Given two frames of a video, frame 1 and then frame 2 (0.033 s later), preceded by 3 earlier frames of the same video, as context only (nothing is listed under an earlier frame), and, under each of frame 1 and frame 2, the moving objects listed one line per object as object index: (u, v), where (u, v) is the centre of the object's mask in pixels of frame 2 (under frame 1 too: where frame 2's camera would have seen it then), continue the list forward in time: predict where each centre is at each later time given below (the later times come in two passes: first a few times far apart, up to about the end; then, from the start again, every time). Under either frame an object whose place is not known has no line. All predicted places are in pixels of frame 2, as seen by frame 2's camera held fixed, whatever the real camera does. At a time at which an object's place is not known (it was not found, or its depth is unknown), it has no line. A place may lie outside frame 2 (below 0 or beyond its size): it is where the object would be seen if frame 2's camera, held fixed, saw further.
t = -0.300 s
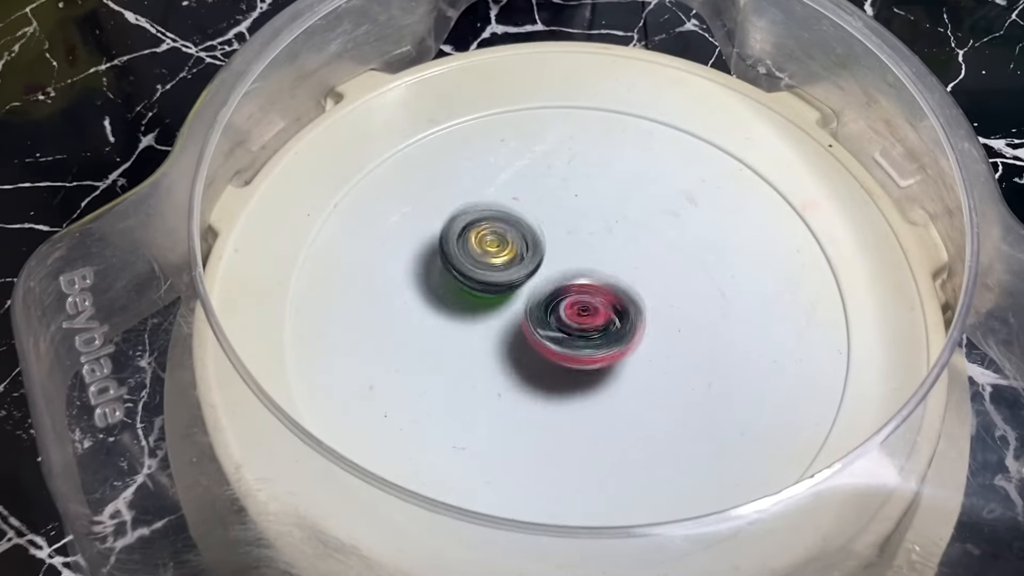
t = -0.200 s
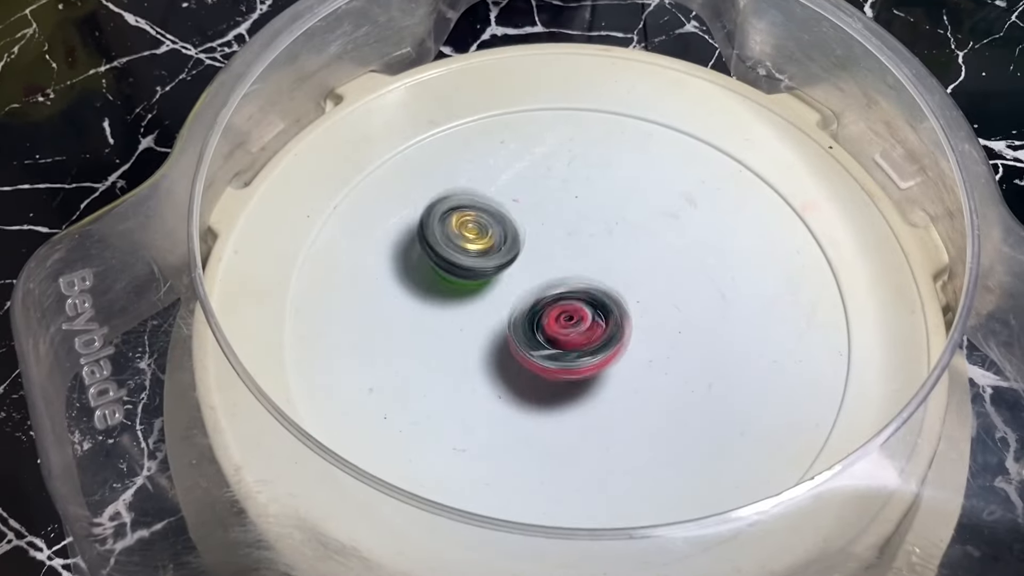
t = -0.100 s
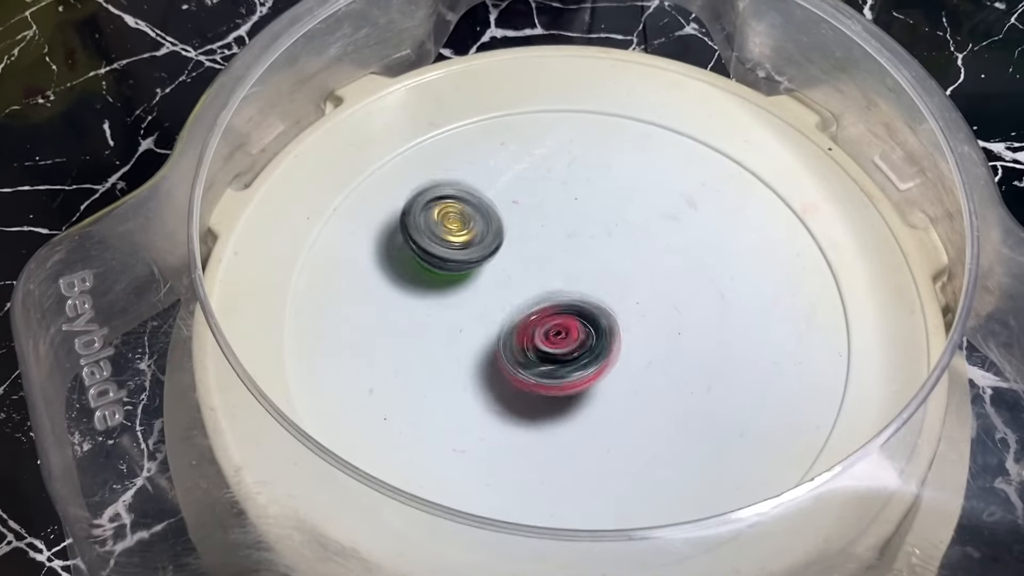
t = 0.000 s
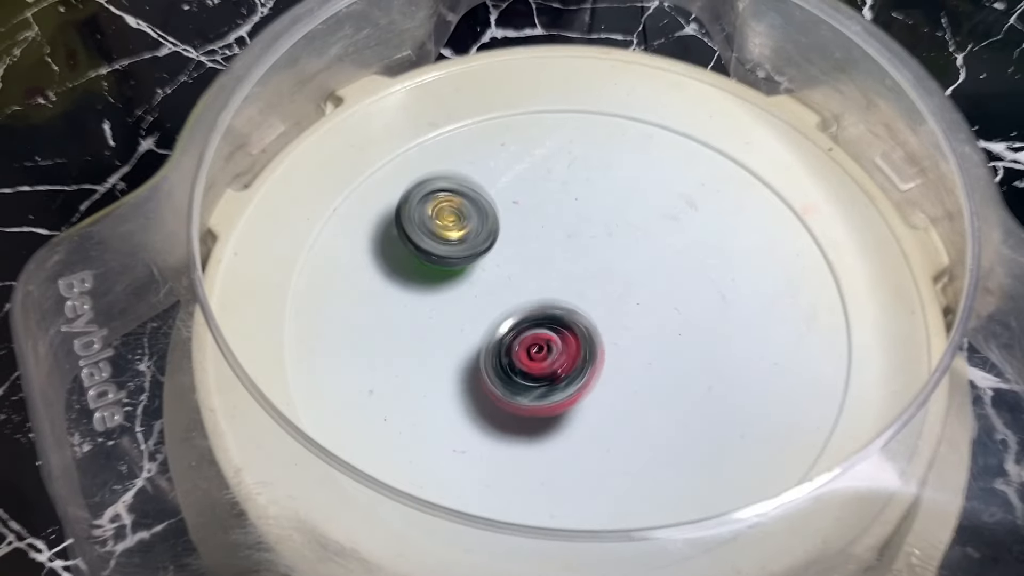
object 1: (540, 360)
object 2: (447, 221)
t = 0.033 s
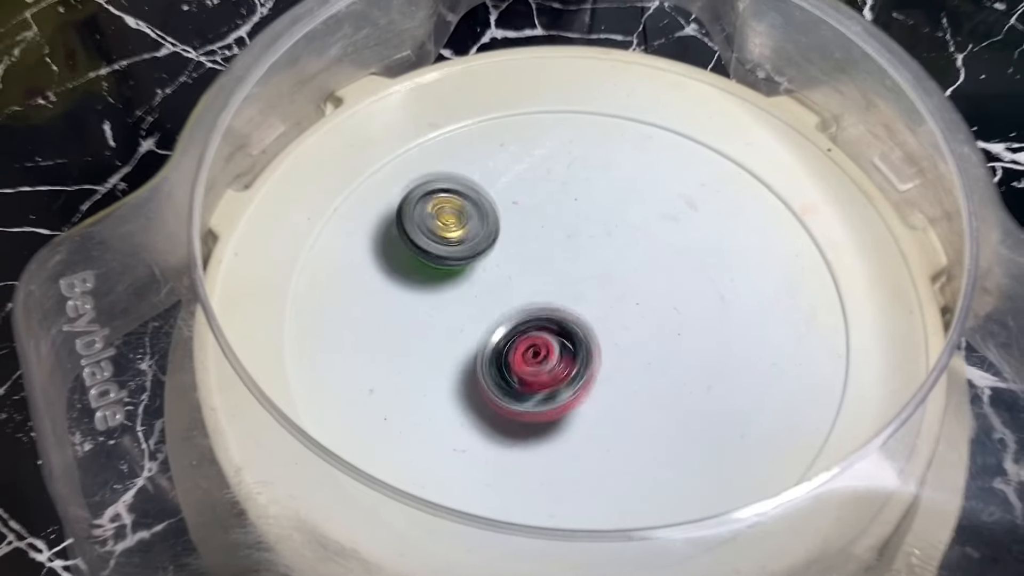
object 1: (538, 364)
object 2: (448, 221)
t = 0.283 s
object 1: (576, 356)
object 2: (476, 236)
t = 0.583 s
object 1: (625, 347)
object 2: (509, 269)
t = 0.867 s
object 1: (606, 346)
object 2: (492, 287)
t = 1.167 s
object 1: (588, 362)
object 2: (483, 295)
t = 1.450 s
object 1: (623, 348)
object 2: (487, 295)
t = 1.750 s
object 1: (629, 295)
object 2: (486, 293)
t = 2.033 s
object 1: (643, 275)
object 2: (413, 305)
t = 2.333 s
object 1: (611, 317)
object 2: (395, 301)
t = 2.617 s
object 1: (585, 331)
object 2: (448, 301)
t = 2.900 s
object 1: (669, 345)
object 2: (472, 312)
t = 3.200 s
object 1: (603, 287)
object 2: (501, 355)
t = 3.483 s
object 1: (528, 236)
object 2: (526, 391)
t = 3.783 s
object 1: (470, 314)
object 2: (545, 389)
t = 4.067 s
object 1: (412, 227)
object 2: (654, 473)
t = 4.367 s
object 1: (479, 265)
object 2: (648, 453)
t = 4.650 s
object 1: (494, 336)
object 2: (603, 326)
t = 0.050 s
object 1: (540, 364)
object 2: (448, 221)
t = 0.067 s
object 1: (540, 366)
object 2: (449, 220)
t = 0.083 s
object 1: (543, 365)
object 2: (449, 221)
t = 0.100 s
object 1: (545, 364)
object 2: (450, 221)
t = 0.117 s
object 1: (546, 365)
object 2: (452, 222)
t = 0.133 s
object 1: (549, 362)
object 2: (454, 223)
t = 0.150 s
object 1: (549, 363)
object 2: (456, 223)
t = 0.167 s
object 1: (554, 362)
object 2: (458, 224)
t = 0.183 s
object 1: (556, 360)
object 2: (460, 225)
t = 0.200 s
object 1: (560, 361)
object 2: (462, 226)
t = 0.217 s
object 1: (562, 358)
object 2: (464, 228)
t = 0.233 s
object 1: (565, 359)
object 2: (468, 230)
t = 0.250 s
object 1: (569, 357)
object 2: (470, 232)
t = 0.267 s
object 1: (571, 356)
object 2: (474, 234)
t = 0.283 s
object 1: (576, 356)
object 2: (476, 236)
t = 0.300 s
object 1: (577, 353)
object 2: (480, 238)
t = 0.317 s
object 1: (579, 353)
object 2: (483, 240)
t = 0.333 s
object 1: (583, 350)
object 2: (487, 243)
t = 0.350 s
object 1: (584, 349)
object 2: (489, 246)
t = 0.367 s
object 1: (588, 347)
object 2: (493, 249)
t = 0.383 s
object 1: (589, 344)
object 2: (496, 252)
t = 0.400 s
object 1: (591, 344)
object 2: (500, 255)
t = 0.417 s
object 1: (593, 340)
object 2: (503, 259)
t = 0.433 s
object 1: (594, 338)
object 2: (506, 262)
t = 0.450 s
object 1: (596, 336)
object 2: (509, 265)
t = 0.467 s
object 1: (602, 337)
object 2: (511, 265)
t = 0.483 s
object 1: (609, 343)
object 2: (508, 263)
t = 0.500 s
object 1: (616, 344)
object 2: (509, 261)
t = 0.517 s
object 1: (619, 345)
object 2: (508, 262)
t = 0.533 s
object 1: (623, 347)
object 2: (509, 262)
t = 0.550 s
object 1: (623, 347)
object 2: (507, 265)
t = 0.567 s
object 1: (624, 348)
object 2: (509, 266)
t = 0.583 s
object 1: (625, 347)
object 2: (509, 269)
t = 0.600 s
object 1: (622, 347)
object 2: (511, 271)
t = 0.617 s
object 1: (622, 347)
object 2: (512, 274)
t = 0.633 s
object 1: (617, 343)
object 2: (513, 276)
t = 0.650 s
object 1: (615, 342)
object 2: (514, 280)
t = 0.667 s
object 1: (613, 341)
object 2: (516, 280)
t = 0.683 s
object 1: (614, 342)
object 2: (513, 279)
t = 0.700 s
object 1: (617, 343)
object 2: (512, 278)
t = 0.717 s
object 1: (615, 343)
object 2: (511, 280)
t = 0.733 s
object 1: (615, 343)
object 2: (511, 281)
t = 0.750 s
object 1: (613, 344)
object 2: (509, 283)
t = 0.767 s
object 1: (610, 342)
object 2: (509, 284)
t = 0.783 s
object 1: (608, 342)
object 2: (507, 285)
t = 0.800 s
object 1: (608, 344)
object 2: (502, 284)
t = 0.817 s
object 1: (609, 344)
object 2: (499, 283)
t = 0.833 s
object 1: (609, 347)
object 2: (496, 284)
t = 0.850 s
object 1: (605, 347)
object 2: (493, 285)
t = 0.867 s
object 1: (606, 346)
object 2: (492, 287)
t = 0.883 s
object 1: (603, 349)
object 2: (491, 288)
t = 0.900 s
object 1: (600, 349)
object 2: (489, 288)
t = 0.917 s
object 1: (599, 349)
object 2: (489, 289)
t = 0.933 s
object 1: (595, 350)
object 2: (488, 291)
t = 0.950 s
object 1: (595, 350)
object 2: (489, 290)
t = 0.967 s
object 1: (592, 351)
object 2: (488, 291)
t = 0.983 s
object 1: (589, 352)
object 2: (489, 291)
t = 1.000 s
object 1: (591, 351)
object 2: (489, 292)
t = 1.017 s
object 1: (589, 354)
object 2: (489, 293)
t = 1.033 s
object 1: (587, 356)
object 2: (488, 293)
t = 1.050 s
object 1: (587, 354)
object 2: (488, 293)
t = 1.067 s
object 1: (586, 357)
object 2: (488, 293)
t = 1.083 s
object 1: (587, 358)
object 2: (485, 293)
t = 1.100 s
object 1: (587, 357)
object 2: (485, 293)
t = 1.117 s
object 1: (586, 361)
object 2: (482, 294)
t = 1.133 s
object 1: (588, 360)
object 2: (483, 295)
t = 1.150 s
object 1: (587, 360)
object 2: (482, 295)
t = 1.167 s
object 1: (588, 362)
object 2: (483, 295)
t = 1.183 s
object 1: (590, 361)
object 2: (482, 297)
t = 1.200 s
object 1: (588, 362)
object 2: (484, 298)
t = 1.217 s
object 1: (589, 363)
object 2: (485, 298)
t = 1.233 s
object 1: (590, 359)
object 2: (486, 299)
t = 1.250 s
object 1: (589, 361)
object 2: (489, 299)
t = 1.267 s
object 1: (592, 360)
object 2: (491, 298)
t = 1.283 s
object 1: (592, 356)
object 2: (491, 298)
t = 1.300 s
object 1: (594, 359)
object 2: (490, 297)
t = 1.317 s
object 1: (600, 357)
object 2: (487, 296)
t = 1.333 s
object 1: (604, 355)
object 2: (485, 295)
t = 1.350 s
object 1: (609, 357)
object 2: (485, 296)
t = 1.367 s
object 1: (613, 355)
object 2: (482, 297)
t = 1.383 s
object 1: (613, 353)
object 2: (483, 297)
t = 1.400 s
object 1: (617, 353)
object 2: (482, 296)
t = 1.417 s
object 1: (621, 349)
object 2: (484, 296)
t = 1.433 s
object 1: (620, 348)
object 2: (485, 297)
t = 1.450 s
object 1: (623, 348)
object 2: (487, 295)
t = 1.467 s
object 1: (626, 342)
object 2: (488, 296)
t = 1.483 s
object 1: (624, 341)
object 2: (489, 296)
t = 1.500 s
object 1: (626, 339)
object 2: (490, 295)
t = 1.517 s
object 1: (626, 333)
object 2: (490, 294)
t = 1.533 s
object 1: (624, 332)
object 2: (492, 295)
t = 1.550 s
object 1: (626, 330)
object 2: (492, 294)
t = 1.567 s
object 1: (625, 324)
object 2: (493, 295)
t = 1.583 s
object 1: (622, 323)
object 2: (493, 295)
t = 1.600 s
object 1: (621, 320)
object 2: (495, 295)
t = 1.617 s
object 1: (618, 314)
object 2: (496, 296)
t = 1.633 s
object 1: (616, 312)
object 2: (498, 296)
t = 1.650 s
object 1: (618, 310)
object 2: (497, 295)
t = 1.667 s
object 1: (616, 304)
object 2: (498, 295)
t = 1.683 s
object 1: (617, 302)
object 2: (498, 294)
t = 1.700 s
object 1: (623, 301)
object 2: (494, 293)
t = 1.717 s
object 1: (625, 298)
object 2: (490, 292)
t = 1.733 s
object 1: (627, 295)
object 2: (488, 292)
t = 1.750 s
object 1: (629, 295)
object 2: (486, 293)
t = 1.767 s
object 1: (628, 292)
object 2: (485, 293)
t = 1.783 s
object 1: (627, 290)
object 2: (485, 294)
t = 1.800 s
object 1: (626, 289)
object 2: (484, 295)
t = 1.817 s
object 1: (621, 288)
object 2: (487, 294)
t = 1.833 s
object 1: (618, 286)
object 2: (487, 294)
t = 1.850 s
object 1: (615, 286)
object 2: (489, 293)
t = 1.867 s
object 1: (608, 287)
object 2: (488, 293)
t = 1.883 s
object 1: (604, 286)
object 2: (487, 292)
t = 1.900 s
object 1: (601, 285)
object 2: (488, 292)
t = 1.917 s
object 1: (597, 287)
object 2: (484, 292)
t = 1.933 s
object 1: (602, 287)
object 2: (467, 296)
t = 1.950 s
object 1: (613, 281)
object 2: (452, 298)
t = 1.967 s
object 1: (624, 279)
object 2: (440, 299)
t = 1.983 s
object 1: (630, 278)
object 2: (430, 300)
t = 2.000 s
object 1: (635, 277)
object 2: (423, 303)
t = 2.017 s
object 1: (640, 276)
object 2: (417, 304)
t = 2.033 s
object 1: (643, 275)
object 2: (413, 305)
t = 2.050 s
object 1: (645, 275)
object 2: (409, 307)
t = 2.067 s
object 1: (649, 275)
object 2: (403, 308)
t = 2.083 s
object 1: (649, 275)
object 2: (400, 308)
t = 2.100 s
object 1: (648, 278)
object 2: (398, 307)
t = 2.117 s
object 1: (647, 281)
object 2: (396, 307)
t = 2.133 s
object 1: (648, 281)
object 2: (395, 307)
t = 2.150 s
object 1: (645, 286)
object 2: (392, 306)
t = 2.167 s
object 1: (641, 289)
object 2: (391, 305)
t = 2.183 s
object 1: (641, 291)
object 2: (388, 304)
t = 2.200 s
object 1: (637, 292)
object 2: (387, 305)
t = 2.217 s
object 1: (633, 298)
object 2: (387, 305)
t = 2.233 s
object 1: (631, 303)
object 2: (388, 304)
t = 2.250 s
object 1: (630, 303)
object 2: (390, 303)
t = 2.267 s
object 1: (624, 306)
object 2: (390, 304)
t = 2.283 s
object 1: (620, 312)
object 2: (392, 303)
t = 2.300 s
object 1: (619, 315)
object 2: (392, 301)
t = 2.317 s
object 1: (617, 313)
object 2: (393, 300)
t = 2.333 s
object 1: (611, 317)
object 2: (395, 301)
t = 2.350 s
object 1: (606, 323)
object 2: (398, 301)
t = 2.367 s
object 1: (603, 325)
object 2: (402, 300)
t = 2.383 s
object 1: (601, 323)
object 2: (405, 300)
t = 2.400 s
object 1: (595, 326)
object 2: (408, 301)
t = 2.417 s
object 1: (591, 331)
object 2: (411, 300)
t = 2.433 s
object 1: (588, 331)
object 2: (415, 298)
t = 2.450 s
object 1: (584, 327)
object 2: (418, 299)
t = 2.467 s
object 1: (579, 330)
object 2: (422, 300)
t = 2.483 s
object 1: (576, 333)
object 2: (427, 301)
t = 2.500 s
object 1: (575, 330)
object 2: (433, 300)
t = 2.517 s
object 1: (570, 327)
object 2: (439, 300)
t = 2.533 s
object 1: (567, 331)
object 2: (443, 300)
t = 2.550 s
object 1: (565, 332)
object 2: (448, 301)
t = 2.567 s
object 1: (564, 328)
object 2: (452, 302)
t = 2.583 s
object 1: (564, 327)
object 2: (455, 302)
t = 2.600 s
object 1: (574, 328)
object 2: (453, 300)
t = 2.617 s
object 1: (585, 331)
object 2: (448, 301)
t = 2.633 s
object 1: (595, 331)
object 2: (444, 296)
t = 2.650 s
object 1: (603, 329)
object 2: (442, 296)
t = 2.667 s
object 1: (613, 330)
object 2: (438, 297)
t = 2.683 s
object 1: (620, 334)
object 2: (439, 295)
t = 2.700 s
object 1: (628, 339)
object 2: (442, 297)
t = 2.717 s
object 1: (634, 337)
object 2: (443, 296)
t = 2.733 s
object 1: (642, 336)
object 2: (445, 296)
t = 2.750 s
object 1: (649, 337)
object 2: (447, 296)
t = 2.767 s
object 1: (654, 344)
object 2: (450, 298)
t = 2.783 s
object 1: (658, 344)
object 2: (450, 300)
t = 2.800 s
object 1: (661, 344)
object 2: (456, 301)
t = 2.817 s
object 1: (667, 343)
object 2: (460, 303)
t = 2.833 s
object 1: (669, 348)
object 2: (462, 304)
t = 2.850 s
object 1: (669, 352)
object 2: (464, 305)
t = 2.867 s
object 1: (669, 347)
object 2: (465, 307)
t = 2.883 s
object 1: (669, 343)
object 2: (468, 309)
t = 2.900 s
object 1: (669, 345)
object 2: (472, 312)
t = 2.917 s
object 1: (666, 348)
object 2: (476, 312)
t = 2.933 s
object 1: (663, 347)
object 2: (480, 314)
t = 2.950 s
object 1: (656, 344)
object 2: (481, 316)
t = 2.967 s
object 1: (653, 339)
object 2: (482, 319)
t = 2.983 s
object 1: (650, 336)
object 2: (486, 321)
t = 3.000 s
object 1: (645, 341)
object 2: (491, 324)
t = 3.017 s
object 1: (636, 341)
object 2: (495, 324)
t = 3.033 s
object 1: (629, 336)
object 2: (498, 326)
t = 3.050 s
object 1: (625, 332)
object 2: (500, 328)
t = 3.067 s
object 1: (618, 329)
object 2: (503, 330)
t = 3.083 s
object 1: (610, 331)
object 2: (507, 333)
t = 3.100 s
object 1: (606, 329)
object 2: (511, 336)
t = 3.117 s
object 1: (605, 322)
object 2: (510, 340)
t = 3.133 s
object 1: (605, 315)
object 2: (502, 344)
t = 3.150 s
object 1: (607, 306)
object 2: (500, 347)
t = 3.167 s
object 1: (606, 298)
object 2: (498, 352)
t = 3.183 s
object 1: (605, 294)
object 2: (498, 356)
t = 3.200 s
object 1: (603, 287)
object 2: (501, 355)
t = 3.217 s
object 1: (602, 281)
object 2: (504, 358)
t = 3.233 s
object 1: (601, 275)
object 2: (505, 361)
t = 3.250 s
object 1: (600, 268)
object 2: (506, 366)
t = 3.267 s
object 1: (596, 261)
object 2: (508, 369)
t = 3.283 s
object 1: (588, 258)
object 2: (512, 371)
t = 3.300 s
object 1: (583, 258)
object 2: (513, 372)
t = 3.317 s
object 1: (582, 252)
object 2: (514, 374)
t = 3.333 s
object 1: (579, 247)
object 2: (514, 377)
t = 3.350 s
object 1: (574, 241)
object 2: (516, 380)
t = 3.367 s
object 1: (568, 239)
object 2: (519, 381)
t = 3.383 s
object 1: (562, 239)
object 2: (520, 381)
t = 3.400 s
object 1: (556, 240)
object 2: (521, 383)
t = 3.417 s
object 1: (551, 240)
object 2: (520, 386)
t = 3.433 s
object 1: (547, 239)
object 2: (521, 388)
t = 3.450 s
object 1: (543, 238)
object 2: (525, 389)
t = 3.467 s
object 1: (537, 234)
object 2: (526, 390)
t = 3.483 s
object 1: (528, 236)
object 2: (526, 391)
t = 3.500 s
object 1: (522, 240)
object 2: (525, 392)
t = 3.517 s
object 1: (517, 245)
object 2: (526, 394)
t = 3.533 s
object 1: (513, 248)
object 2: (530, 395)
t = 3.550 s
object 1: (509, 251)
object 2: (531, 395)
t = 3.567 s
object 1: (506, 252)
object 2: (532, 395)
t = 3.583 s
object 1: (501, 252)
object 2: (531, 395)
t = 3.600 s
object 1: (494, 256)
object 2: (532, 396)
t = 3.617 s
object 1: (489, 263)
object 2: (535, 396)
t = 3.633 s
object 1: (486, 271)
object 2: (536, 396)
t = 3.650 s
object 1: (483, 274)
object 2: (536, 395)
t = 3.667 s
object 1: (480, 280)
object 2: (535, 395)
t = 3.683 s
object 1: (479, 285)
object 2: (536, 394)
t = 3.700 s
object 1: (477, 288)
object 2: (539, 394)
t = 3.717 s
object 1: (474, 292)
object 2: (541, 392)
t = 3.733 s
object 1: (472, 297)
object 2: (541, 392)
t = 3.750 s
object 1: (470, 303)
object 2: (540, 391)
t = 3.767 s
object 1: (470, 311)
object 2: (541, 390)
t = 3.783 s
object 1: (470, 314)
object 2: (545, 389)
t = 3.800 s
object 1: (471, 318)
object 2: (546, 387)
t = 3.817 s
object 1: (468, 321)
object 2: (546, 388)
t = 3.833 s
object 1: (461, 310)
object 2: (561, 410)
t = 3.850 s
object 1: (451, 295)
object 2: (576, 419)
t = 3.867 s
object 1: (441, 282)
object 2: (589, 434)
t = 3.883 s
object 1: (432, 272)
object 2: (601, 448)
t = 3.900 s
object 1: (426, 263)
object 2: (609, 453)
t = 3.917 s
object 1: (421, 255)
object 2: (616, 461)
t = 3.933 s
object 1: (417, 246)
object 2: (625, 465)
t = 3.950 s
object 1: (413, 237)
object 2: (627, 467)
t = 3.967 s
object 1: (409, 233)
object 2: (633, 469)
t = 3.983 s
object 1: (409, 230)
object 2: (639, 469)
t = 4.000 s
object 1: (408, 228)
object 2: (641, 471)
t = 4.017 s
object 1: (407, 229)
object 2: (648, 470)
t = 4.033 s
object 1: (411, 227)
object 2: (649, 471)
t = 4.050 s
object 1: (411, 225)
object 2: (653, 473)
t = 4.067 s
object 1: (412, 227)
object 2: (654, 473)
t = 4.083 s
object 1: (413, 228)
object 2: (655, 475)
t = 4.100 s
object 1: (415, 230)
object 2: (659, 473)
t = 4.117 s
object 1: (417, 233)
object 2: (656, 476)
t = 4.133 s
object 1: (420, 236)
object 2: (661, 474)
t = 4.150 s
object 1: (425, 237)
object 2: (659, 474)
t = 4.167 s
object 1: (430, 239)
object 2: (661, 475)
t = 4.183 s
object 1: (434, 241)
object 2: (659, 474)
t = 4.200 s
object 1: (441, 241)
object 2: (658, 475)
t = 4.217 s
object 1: (446, 241)
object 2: (660, 473)
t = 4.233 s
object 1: (451, 242)
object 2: (655, 473)
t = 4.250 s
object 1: (455, 243)
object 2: (658, 471)
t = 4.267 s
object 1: (458, 244)
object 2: (654, 469)
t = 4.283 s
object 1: (461, 247)
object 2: (655, 469)
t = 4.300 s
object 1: (464, 250)
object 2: (651, 466)
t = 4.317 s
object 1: (468, 254)
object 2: (650, 465)
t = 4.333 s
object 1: (472, 257)
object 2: (651, 459)
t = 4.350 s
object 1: (476, 261)
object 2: (645, 458)
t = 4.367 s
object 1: (479, 265)
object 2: (648, 453)
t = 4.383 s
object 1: (484, 269)
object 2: (645, 447)
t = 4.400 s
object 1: (488, 274)
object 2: (646, 446)
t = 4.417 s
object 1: (492, 279)
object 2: (642, 438)
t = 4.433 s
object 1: (497, 284)
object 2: (642, 436)
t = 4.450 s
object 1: (502, 289)
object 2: (643, 429)
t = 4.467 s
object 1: (507, 293)
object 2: (639, 422)
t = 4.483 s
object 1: (510, 298)
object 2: (641, 418)
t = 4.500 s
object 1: (512, 303)
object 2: (638, 409)
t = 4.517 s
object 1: (514, 308)
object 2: (638, 404)
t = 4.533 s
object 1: (514, 314)
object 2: (635, 393)
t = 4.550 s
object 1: (514, 319)
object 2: (633, 387)
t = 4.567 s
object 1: (512, 324)
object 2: (631, 377)
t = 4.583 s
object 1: (509, 328)
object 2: (625, 367)
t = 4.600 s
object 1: (506, 330)
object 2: (623, 358)
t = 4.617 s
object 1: (502, 332)
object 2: (616, 347)
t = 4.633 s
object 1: (498, 334)
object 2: (614, 337)
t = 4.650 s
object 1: (494, 336)
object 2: (603, 326)
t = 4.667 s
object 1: (489, 336)
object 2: (605, 315)
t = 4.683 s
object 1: (485, 337)
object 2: (597, 302)
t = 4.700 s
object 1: (481, 338)
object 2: (597, 294)
